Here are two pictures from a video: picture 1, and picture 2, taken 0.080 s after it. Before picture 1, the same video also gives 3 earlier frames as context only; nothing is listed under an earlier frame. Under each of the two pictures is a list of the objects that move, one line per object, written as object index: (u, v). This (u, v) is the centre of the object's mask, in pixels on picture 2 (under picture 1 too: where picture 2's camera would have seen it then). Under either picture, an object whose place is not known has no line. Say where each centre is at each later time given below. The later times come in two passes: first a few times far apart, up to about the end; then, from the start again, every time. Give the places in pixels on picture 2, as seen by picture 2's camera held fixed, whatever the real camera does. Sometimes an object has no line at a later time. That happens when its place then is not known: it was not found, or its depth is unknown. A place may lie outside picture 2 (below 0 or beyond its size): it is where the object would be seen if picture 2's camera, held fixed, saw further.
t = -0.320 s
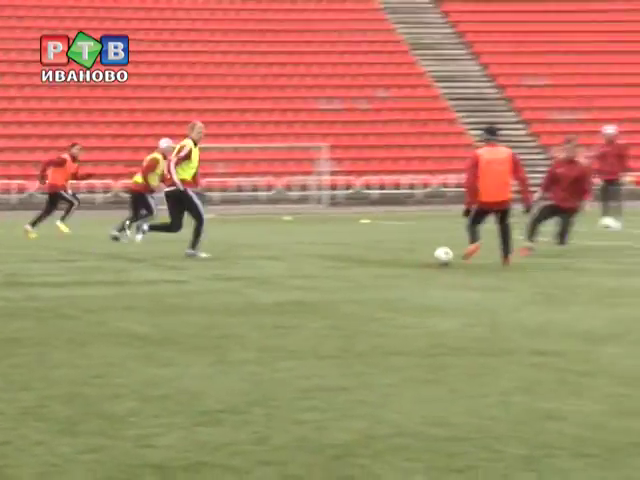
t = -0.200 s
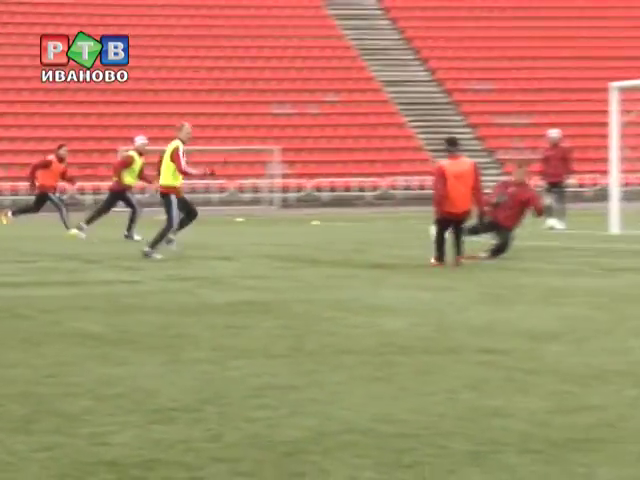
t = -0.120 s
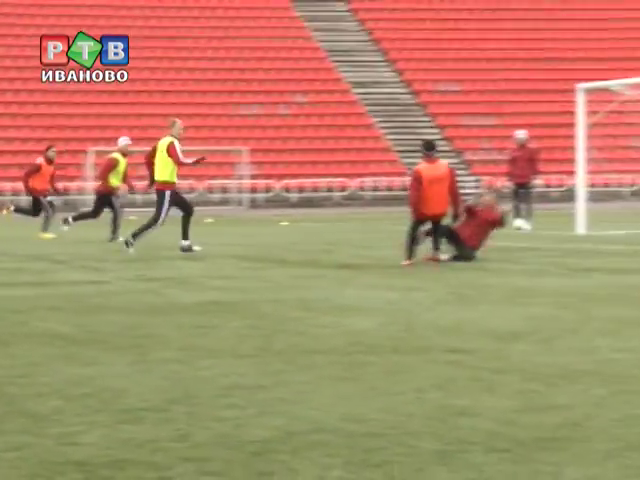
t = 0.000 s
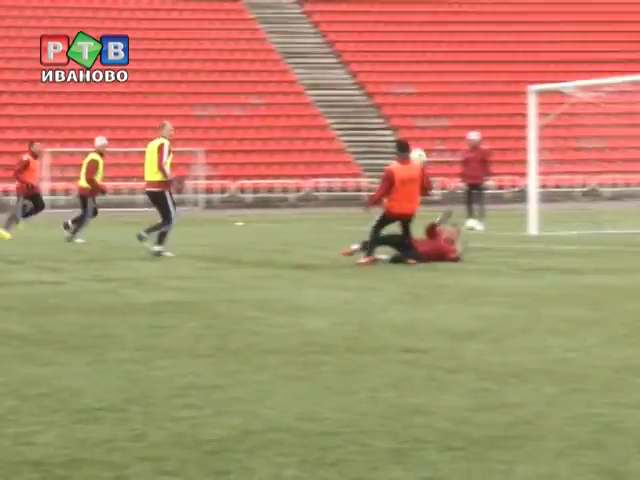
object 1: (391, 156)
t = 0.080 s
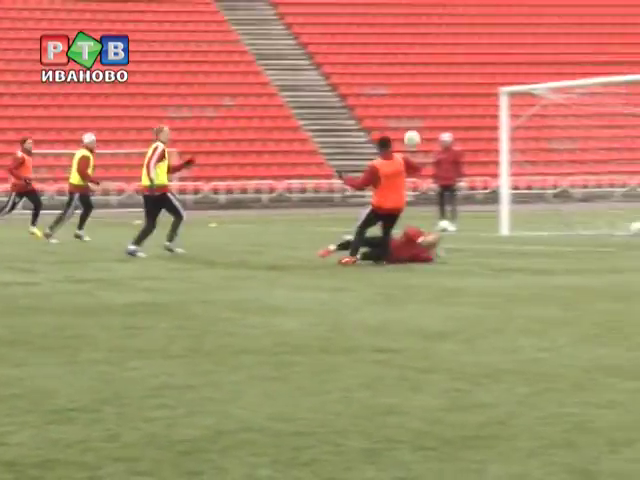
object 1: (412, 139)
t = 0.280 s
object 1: (467, 111)
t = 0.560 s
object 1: (539, 114)
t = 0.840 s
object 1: (598, 155)
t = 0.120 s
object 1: (423, 130)
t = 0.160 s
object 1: (434, 123)
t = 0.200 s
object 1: (444, 118)
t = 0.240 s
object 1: (456, 114)
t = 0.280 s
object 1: (467, 111)
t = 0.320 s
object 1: (477, 109)
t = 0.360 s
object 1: (488, 109)
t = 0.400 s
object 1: (497, 109)
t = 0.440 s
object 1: (509, 108)
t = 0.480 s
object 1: (519, 110)
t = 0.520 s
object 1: (528, 112)
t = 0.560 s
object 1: (539, 114)
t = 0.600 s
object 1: (550, 118)
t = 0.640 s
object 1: (558, 124)
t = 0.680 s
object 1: (569, 129)
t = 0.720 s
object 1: (579, 135)
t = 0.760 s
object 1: (589, 141)
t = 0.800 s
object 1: (597, 148)
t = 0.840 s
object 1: (598, 155)
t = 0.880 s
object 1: (592, 160)
